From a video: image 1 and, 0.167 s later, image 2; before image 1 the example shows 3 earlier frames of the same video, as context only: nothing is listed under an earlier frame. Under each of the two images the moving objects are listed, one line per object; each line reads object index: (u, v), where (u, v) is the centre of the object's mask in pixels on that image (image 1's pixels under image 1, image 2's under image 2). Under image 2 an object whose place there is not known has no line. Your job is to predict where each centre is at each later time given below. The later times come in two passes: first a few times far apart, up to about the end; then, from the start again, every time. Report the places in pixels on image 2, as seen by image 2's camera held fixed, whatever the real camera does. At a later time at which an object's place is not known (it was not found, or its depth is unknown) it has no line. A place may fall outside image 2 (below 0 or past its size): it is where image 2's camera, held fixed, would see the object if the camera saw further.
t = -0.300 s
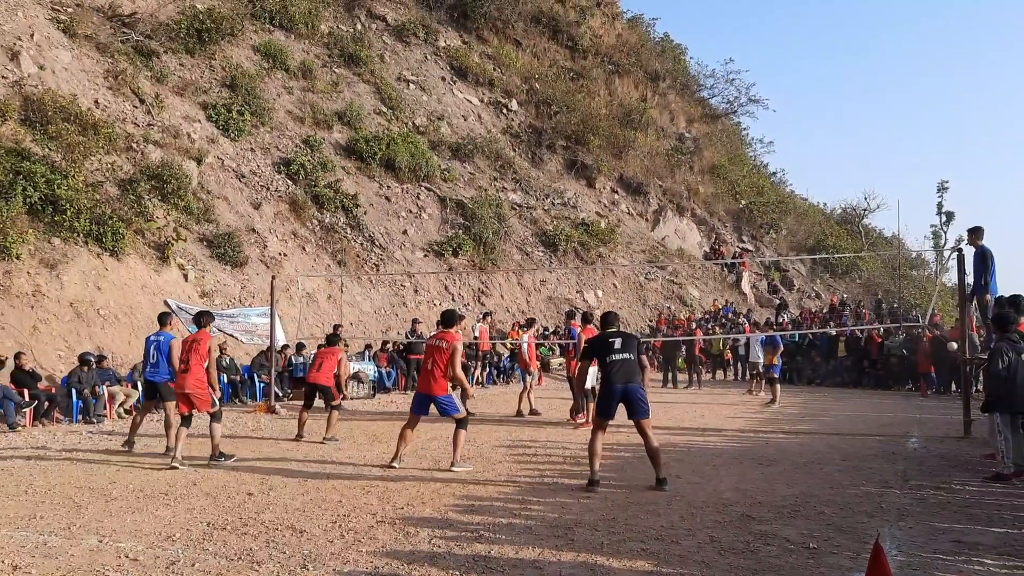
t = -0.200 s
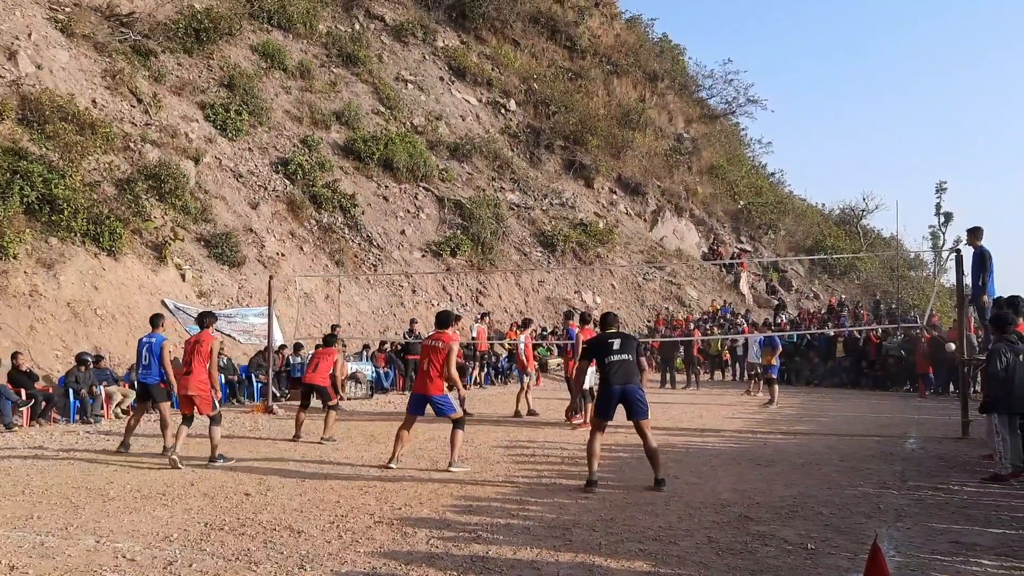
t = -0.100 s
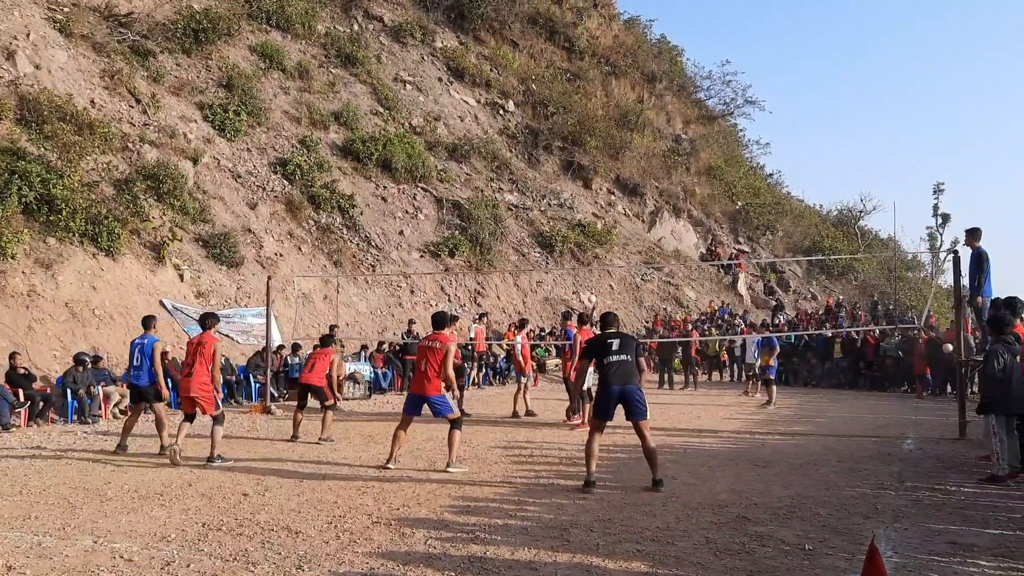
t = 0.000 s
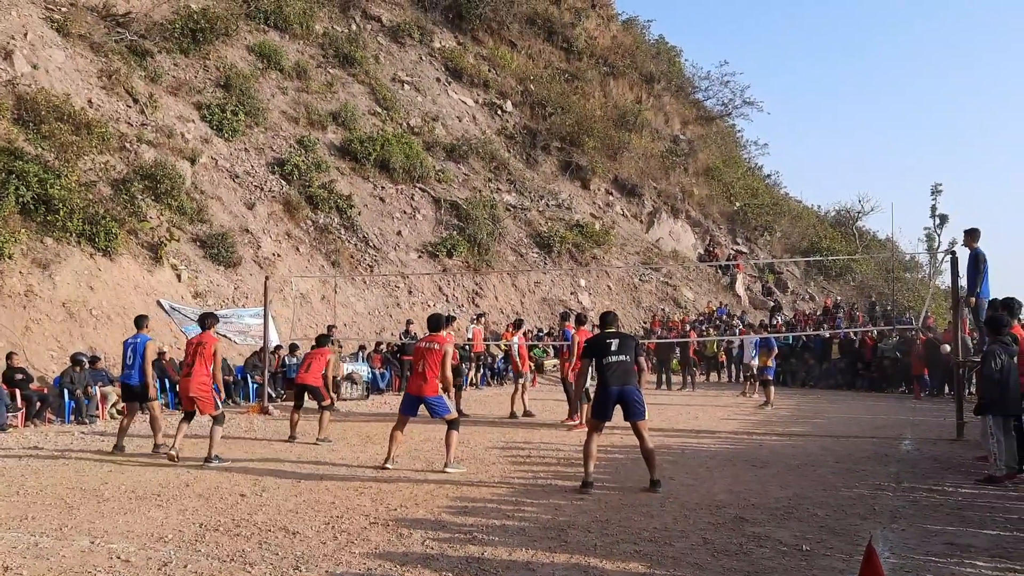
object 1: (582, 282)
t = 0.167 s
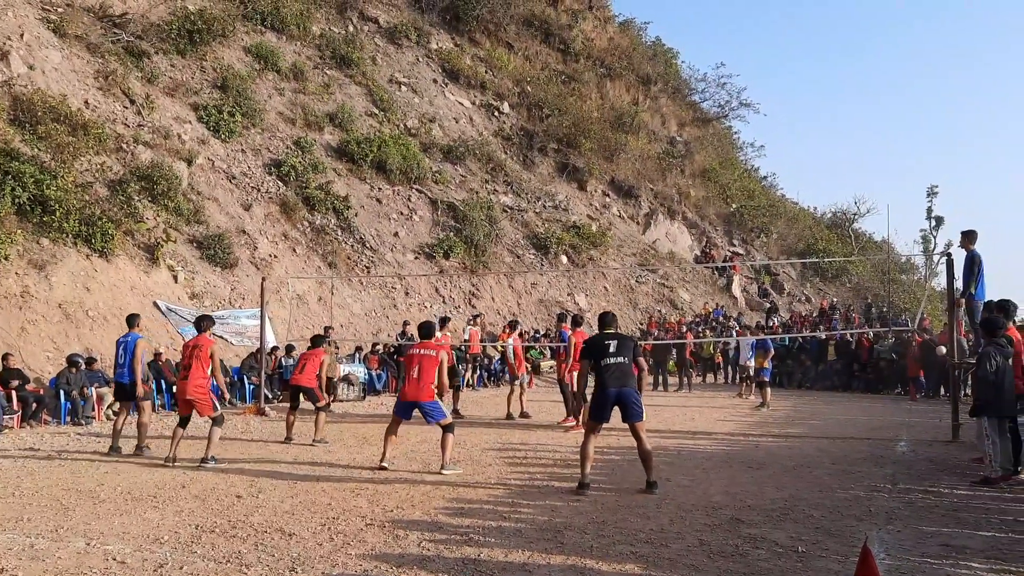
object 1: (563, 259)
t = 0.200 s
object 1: (560, 255)
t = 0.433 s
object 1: (534, 233)
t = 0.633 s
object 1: (503, 229)
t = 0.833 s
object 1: (461, 252)
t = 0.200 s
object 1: (560, 255)
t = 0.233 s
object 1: (554, 251)
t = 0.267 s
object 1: (551, 247)
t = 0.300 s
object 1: (549, 245)
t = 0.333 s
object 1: (545, 241)
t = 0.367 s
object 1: (541, 238)
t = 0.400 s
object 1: (537, 235)
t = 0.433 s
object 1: (534, 233)
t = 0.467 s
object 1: (530, 231)
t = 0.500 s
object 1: (526, 229)
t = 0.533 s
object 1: (521, 229)
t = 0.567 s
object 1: (515, 229)
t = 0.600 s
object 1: (509, 228)
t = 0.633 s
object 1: (503, 229)
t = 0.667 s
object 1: (498, 230)
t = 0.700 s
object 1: (492, 232)
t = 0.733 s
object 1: (483, 236)
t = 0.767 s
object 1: (476, 240)
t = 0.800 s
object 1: (469, 246)
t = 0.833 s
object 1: (461, 252)
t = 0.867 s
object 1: (452, 259)
